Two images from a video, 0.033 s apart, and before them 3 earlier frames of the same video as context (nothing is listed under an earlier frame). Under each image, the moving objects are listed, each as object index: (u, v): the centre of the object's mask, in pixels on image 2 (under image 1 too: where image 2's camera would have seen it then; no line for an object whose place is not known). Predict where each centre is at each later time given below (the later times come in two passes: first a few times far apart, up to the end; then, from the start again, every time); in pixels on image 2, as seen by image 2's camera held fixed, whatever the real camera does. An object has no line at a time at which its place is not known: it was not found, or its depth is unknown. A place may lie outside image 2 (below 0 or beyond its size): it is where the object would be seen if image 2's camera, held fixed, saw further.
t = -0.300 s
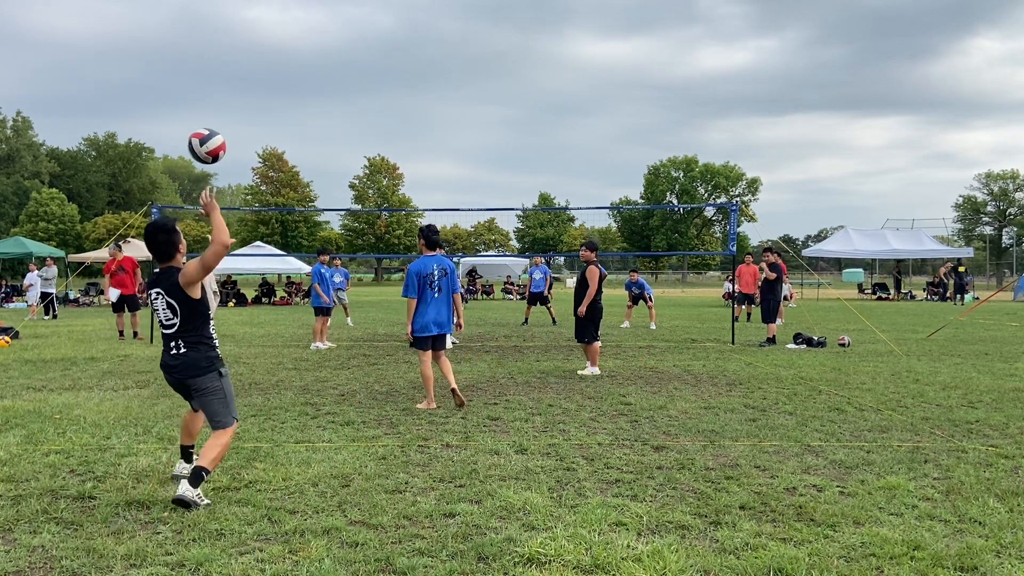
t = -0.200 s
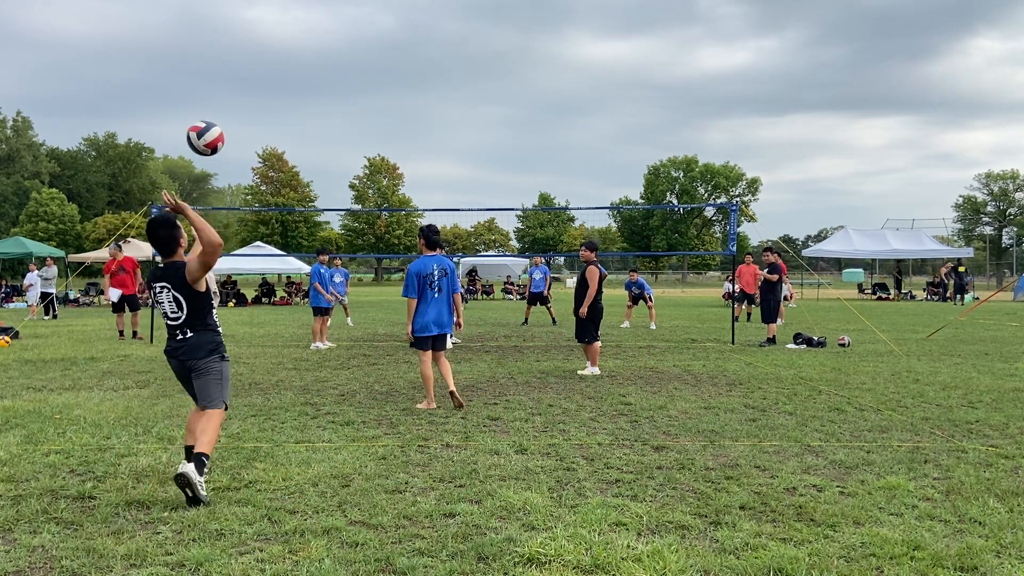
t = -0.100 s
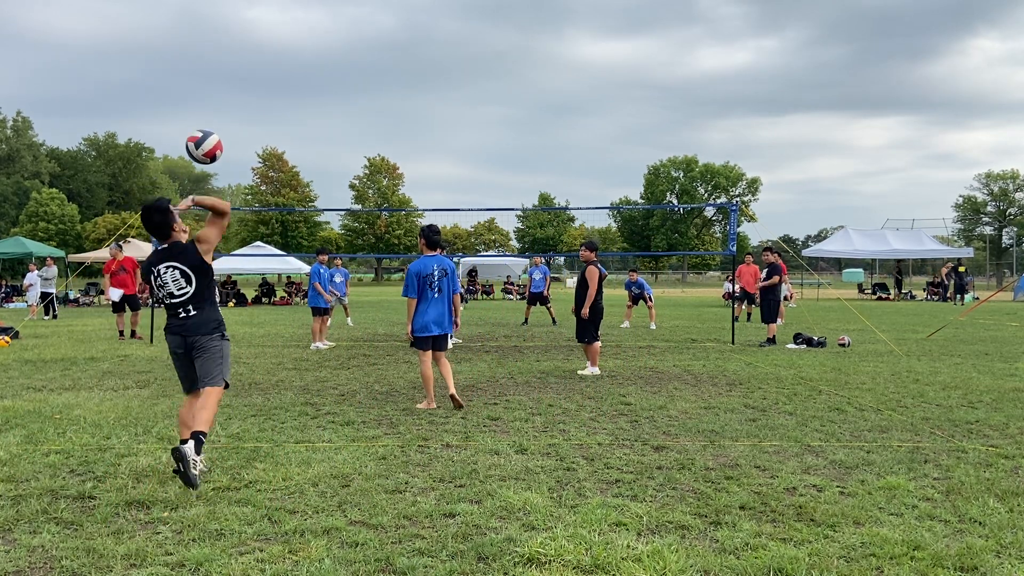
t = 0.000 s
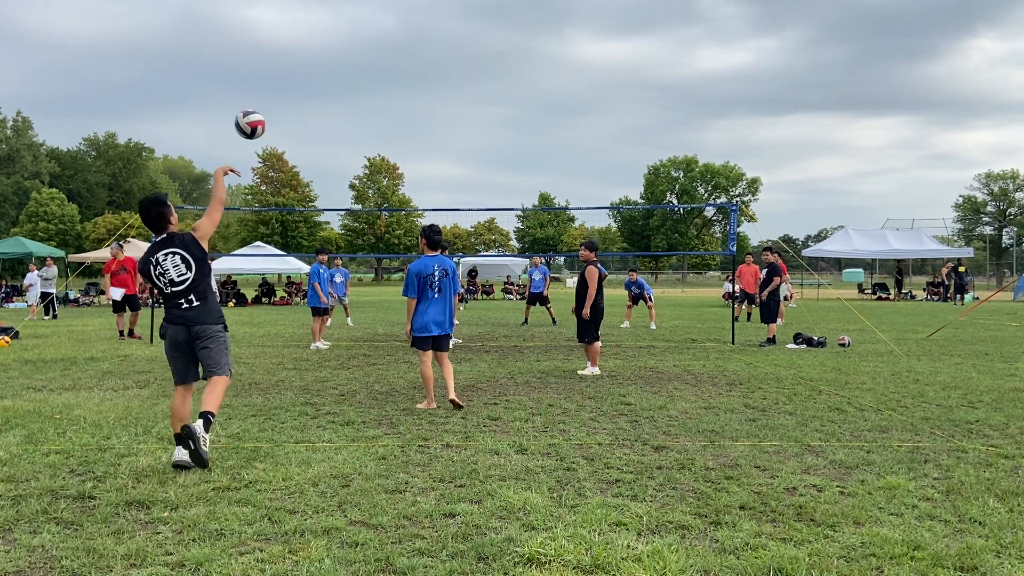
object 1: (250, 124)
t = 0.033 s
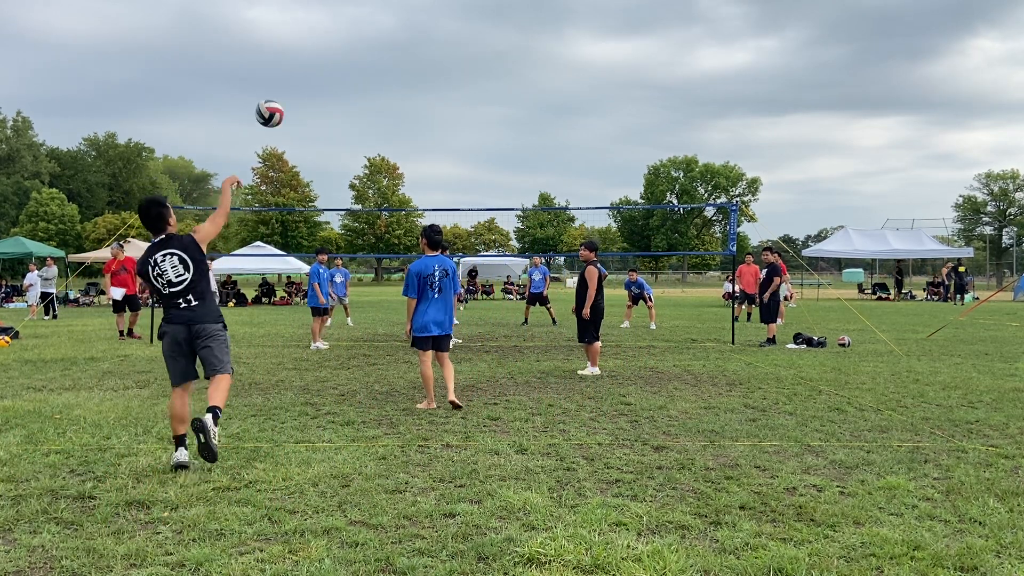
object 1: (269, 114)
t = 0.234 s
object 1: (347, 89)
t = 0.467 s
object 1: (393, 106)
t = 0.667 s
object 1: (416, 138)
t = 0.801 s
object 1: (427, 165)
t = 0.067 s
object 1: (286, 105)
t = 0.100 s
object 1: (301, 99)
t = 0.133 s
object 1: (314, 94)
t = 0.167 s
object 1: (326, 92)
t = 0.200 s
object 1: (337, 90)
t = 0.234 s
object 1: (347, 89)
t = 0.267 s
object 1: (355, 89)
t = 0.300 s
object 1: (363, 91)
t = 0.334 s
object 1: (370, 92)
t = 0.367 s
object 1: (377, 95)
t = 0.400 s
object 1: (383, 98)
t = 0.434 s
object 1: (388, 102)
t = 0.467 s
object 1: (393, 106)
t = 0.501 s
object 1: (398, 110)
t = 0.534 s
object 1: (402, 115)
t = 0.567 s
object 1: (406, 121)
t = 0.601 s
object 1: (410, 126)
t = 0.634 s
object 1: (413, 132)
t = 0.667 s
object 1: (416, 138)
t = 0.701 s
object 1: (420, 145)
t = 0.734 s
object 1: (422, 151)
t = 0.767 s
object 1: (425, 158)
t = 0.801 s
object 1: (427, 165)
